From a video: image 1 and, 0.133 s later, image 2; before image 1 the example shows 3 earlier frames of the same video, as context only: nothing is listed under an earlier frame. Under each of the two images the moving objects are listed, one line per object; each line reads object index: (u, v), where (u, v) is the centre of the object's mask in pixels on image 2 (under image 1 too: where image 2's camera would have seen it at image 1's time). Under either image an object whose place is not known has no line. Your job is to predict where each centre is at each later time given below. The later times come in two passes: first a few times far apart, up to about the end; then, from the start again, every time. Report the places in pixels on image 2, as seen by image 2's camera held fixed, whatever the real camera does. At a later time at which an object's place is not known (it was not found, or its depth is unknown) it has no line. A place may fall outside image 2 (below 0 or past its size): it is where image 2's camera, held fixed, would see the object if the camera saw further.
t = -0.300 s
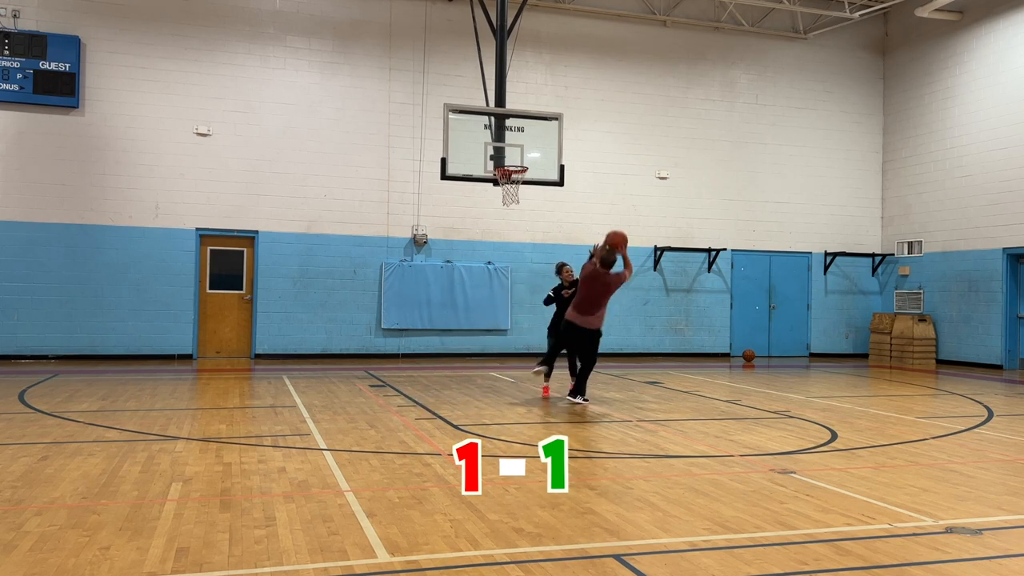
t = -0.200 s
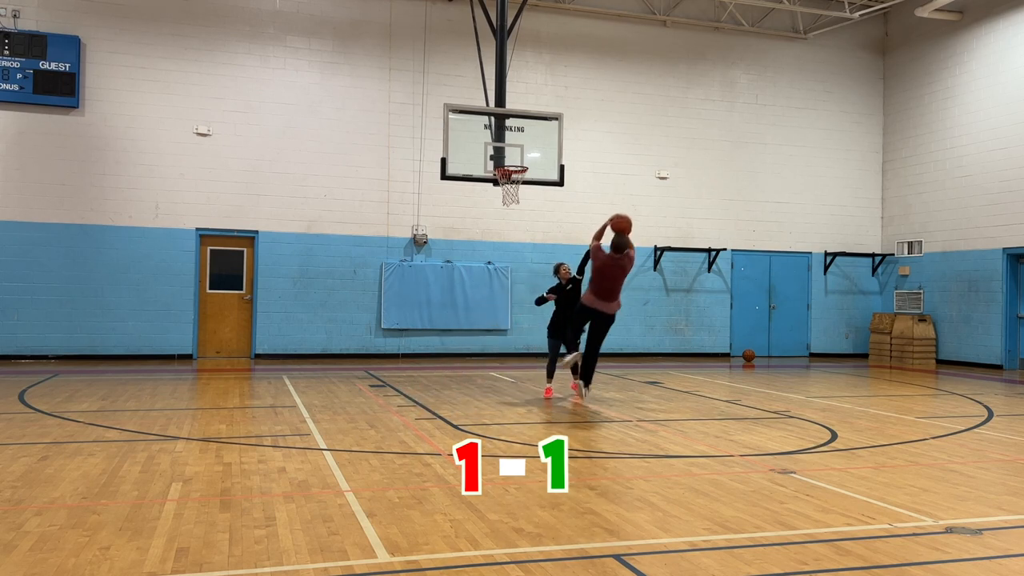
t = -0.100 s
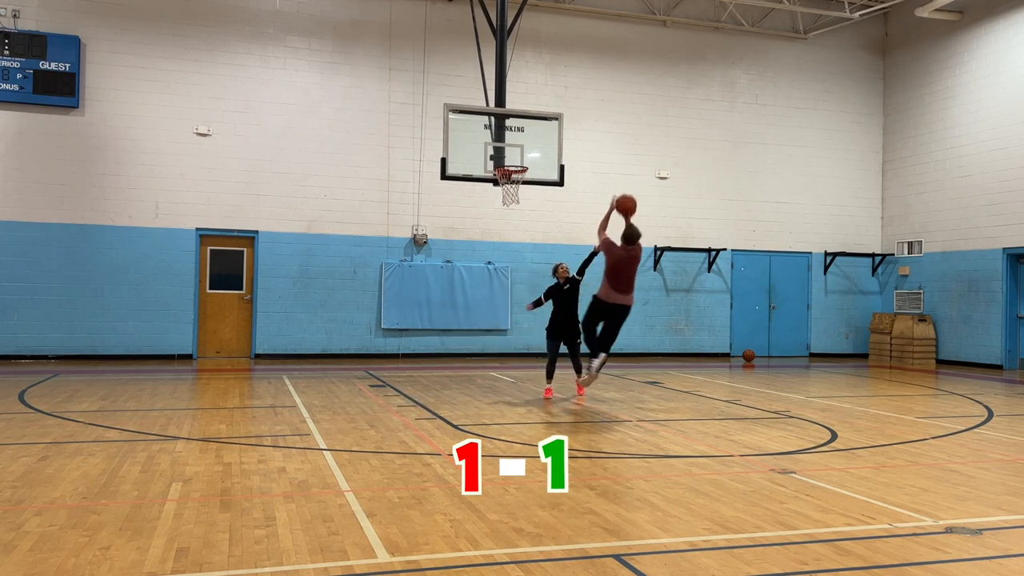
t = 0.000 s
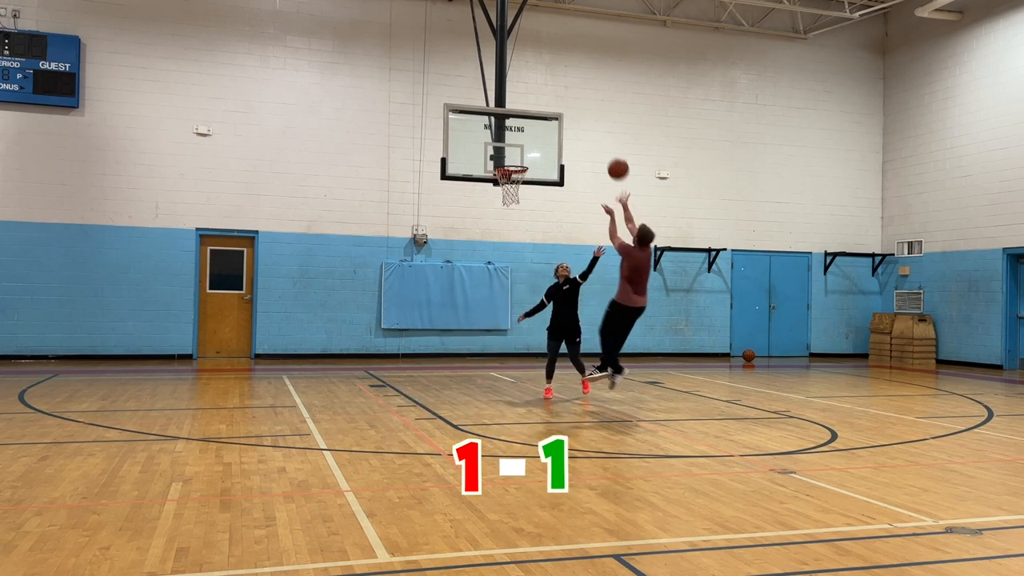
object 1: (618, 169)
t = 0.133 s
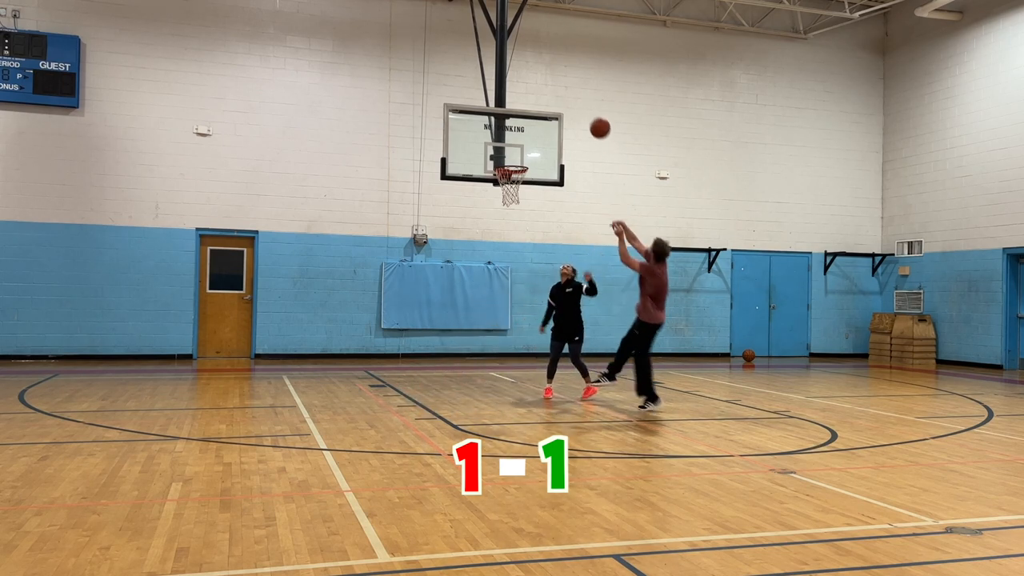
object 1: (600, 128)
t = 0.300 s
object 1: (579, 101)
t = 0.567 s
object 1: (548, 104)
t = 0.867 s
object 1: (518, 160)
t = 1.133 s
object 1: (510, 186)
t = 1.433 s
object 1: (507, 226)
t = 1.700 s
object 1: (506, 311)
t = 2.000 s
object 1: (509, 321)
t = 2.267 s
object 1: (516, 276)
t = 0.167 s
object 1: (595, 120)
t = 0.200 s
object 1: (591, 114)
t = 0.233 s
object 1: (587, 109)
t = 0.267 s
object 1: (583, 104)
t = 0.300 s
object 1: (579, 101)
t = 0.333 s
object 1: (574, 98)
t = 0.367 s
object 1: (570, 97)
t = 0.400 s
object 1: (567, 96)
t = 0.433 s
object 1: (563, 96)
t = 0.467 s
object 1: (559, 97)
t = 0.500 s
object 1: (555, 98)
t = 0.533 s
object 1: (552, 101)
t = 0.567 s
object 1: (548, 104)
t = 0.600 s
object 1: (545, 108)
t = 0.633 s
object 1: (541, 113)
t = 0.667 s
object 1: (537, 119)
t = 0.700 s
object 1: (534, 125)
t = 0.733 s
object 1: (531, 131)
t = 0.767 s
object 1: (527, 139)
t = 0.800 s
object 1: (524, 147)
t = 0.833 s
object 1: (521, 155)
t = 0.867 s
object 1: (518, 160)
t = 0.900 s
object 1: (516, 161)
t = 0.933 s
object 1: (515, 163)
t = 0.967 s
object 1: (513, 163)
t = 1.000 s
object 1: (511, 172)
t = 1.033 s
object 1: (511, 176)
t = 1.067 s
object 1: (510, 179)
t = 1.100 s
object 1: (510, 183)
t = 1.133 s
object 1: (510, 186)
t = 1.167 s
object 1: (509, 187)
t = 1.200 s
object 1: (507, 191)
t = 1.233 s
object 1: (507, 194)
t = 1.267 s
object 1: (507, 198)
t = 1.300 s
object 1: (507, 201)
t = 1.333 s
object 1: (507, 207)
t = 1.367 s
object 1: (507, 212)
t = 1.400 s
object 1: (507, 219)
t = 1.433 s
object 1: (507, 226)
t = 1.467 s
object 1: (507, 234)
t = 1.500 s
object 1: (507, 243)
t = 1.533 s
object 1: (507, 253)
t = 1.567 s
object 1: (507, 263)
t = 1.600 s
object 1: (506, 274)
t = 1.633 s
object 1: (507, 286)
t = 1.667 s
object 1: (506, 298)
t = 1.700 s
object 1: (506, 311)
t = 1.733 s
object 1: (506, 326)
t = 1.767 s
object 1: (506, 340)
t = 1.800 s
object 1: (505, 356)
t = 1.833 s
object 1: (505, 371)
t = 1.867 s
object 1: (505, 362)
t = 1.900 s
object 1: (506, 350)
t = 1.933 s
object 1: (507, 340)
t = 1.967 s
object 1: (508, 331)
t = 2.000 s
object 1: (509, 321)
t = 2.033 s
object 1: (510, 313)
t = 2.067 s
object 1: (511, 305)
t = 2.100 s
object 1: (512, 299)
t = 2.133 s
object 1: (513, 293)
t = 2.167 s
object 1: (514, 287)
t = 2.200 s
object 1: (515, 283)
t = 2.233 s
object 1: (515, 279)
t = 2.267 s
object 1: (516, 276)
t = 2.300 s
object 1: (517, 274)
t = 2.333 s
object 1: (518, 272)
